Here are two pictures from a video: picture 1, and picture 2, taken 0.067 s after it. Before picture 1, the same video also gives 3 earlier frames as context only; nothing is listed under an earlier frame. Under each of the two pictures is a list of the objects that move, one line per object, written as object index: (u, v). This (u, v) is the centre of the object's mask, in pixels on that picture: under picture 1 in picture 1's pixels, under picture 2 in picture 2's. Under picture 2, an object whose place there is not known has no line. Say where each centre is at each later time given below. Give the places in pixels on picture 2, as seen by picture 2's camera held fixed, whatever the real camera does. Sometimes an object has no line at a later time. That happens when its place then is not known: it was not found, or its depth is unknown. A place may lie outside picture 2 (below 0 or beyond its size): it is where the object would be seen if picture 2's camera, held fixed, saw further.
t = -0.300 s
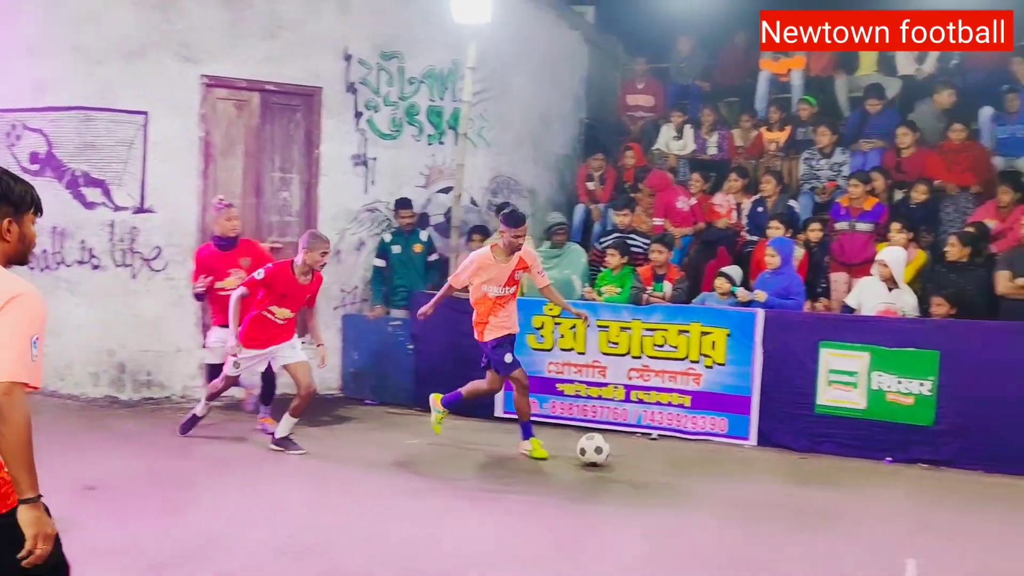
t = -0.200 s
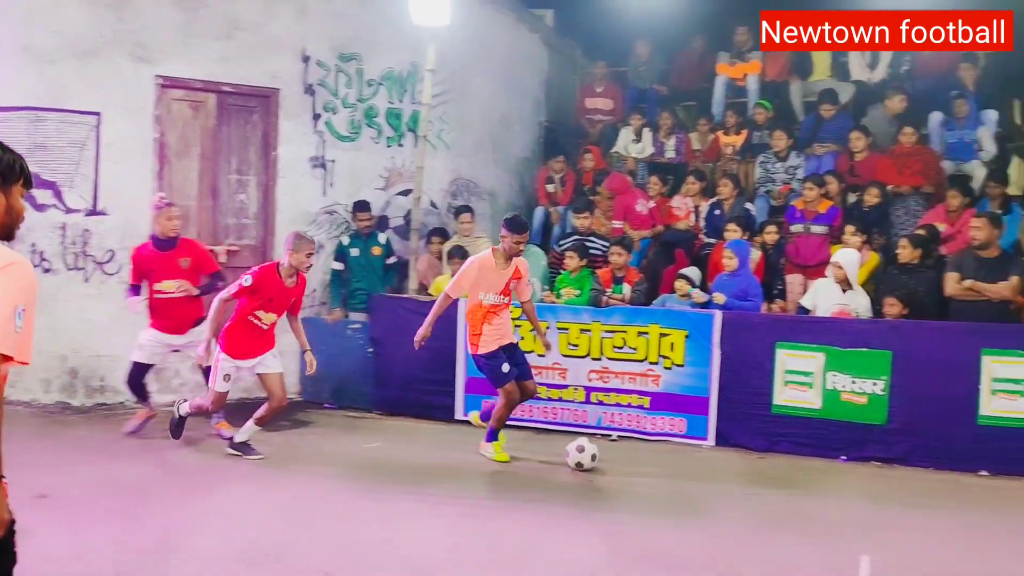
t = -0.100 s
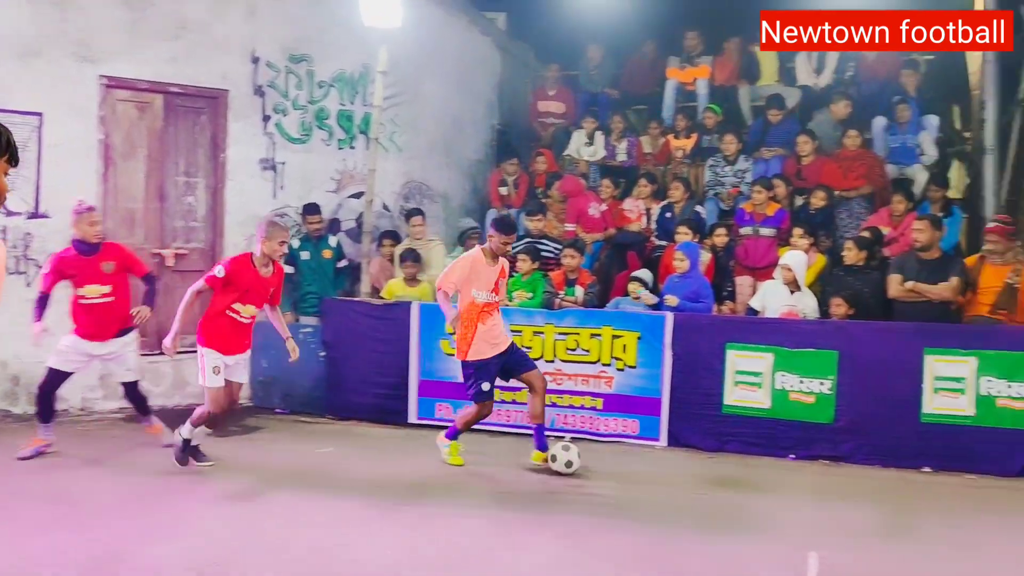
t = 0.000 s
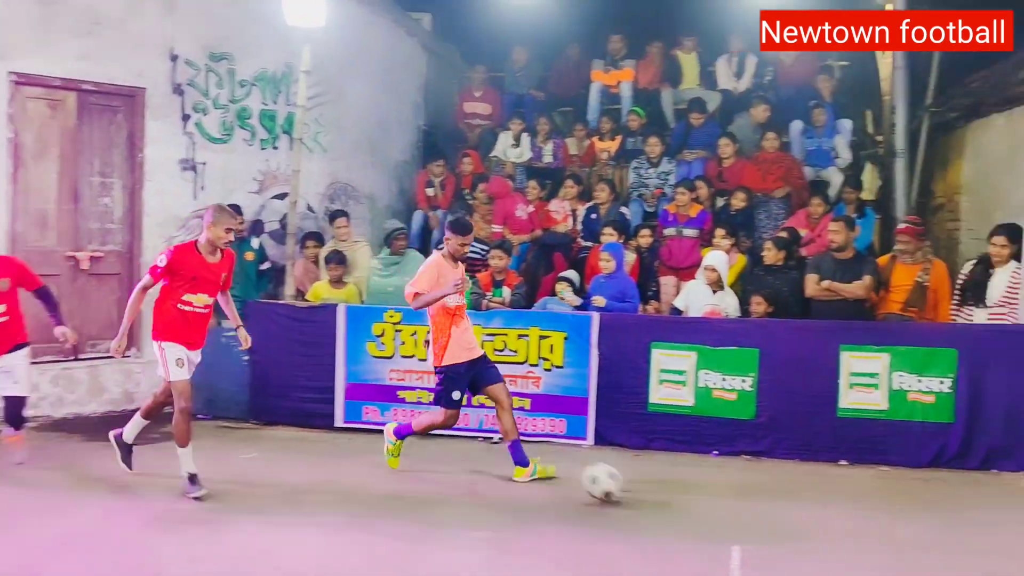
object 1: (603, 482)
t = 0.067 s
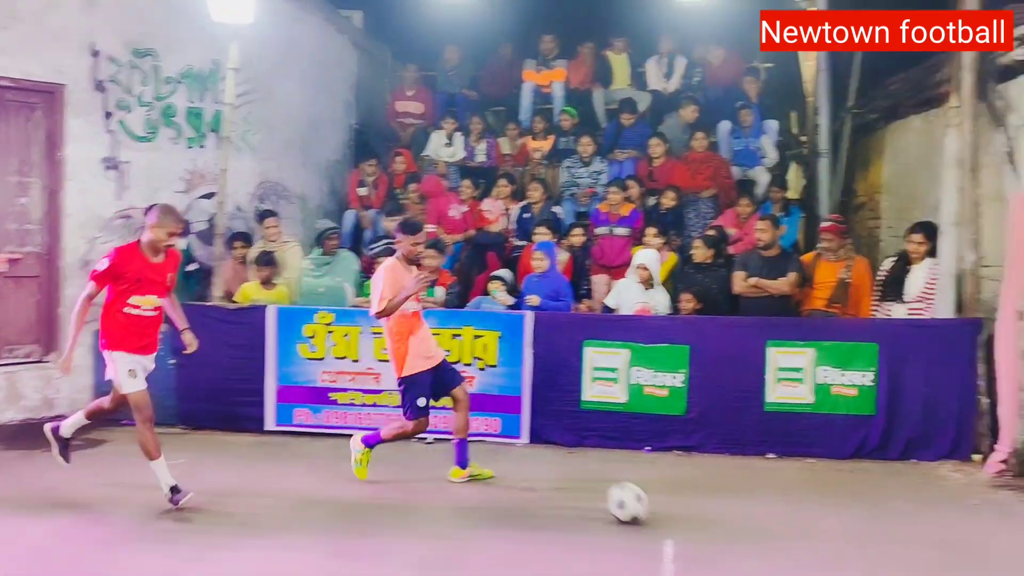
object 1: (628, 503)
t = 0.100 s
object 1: (675, 514)
